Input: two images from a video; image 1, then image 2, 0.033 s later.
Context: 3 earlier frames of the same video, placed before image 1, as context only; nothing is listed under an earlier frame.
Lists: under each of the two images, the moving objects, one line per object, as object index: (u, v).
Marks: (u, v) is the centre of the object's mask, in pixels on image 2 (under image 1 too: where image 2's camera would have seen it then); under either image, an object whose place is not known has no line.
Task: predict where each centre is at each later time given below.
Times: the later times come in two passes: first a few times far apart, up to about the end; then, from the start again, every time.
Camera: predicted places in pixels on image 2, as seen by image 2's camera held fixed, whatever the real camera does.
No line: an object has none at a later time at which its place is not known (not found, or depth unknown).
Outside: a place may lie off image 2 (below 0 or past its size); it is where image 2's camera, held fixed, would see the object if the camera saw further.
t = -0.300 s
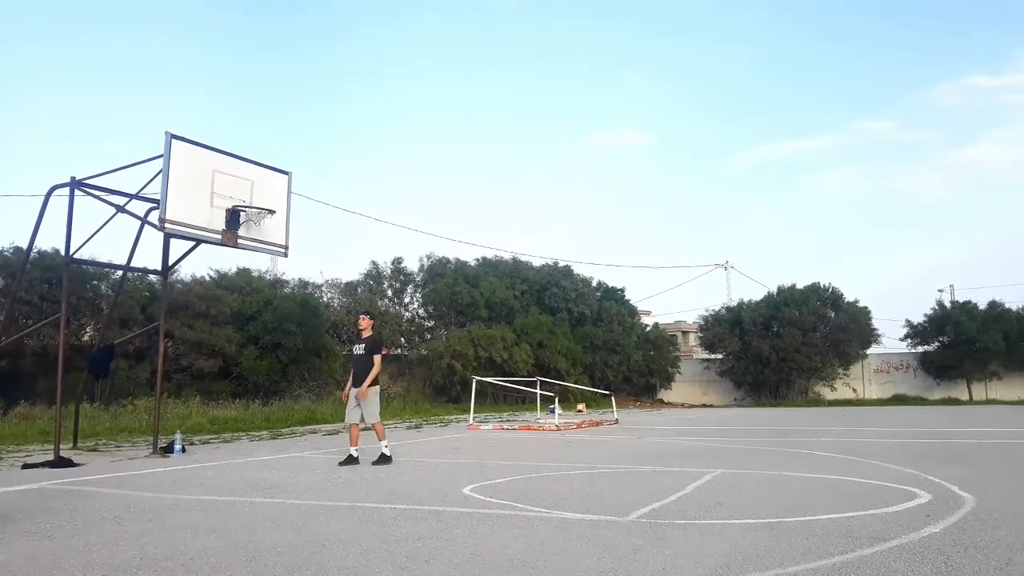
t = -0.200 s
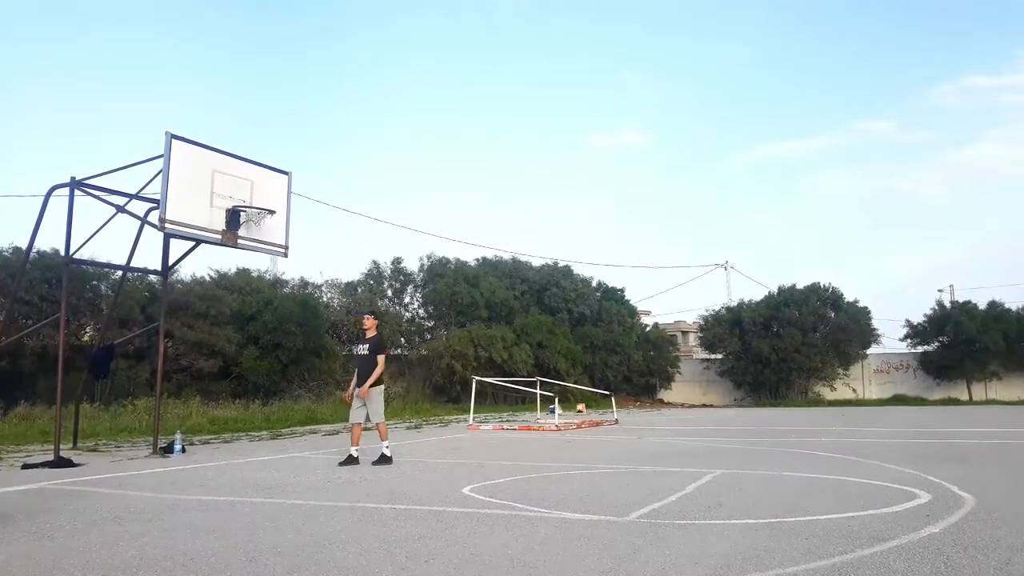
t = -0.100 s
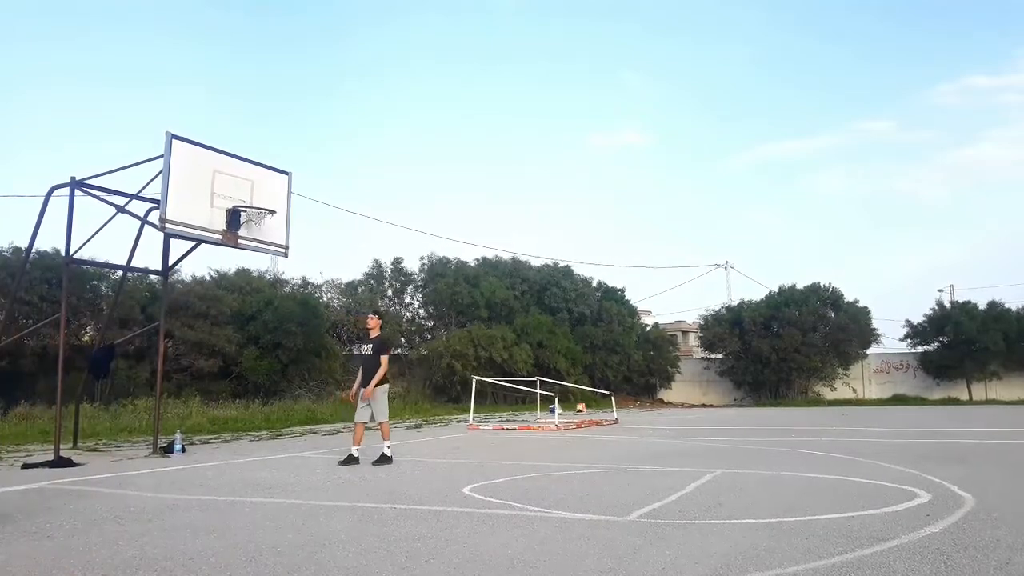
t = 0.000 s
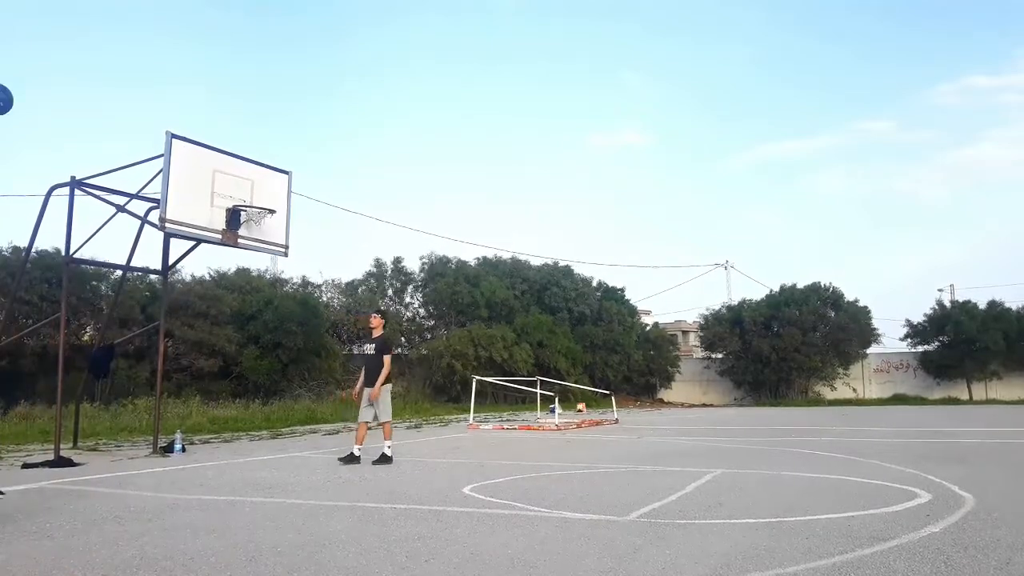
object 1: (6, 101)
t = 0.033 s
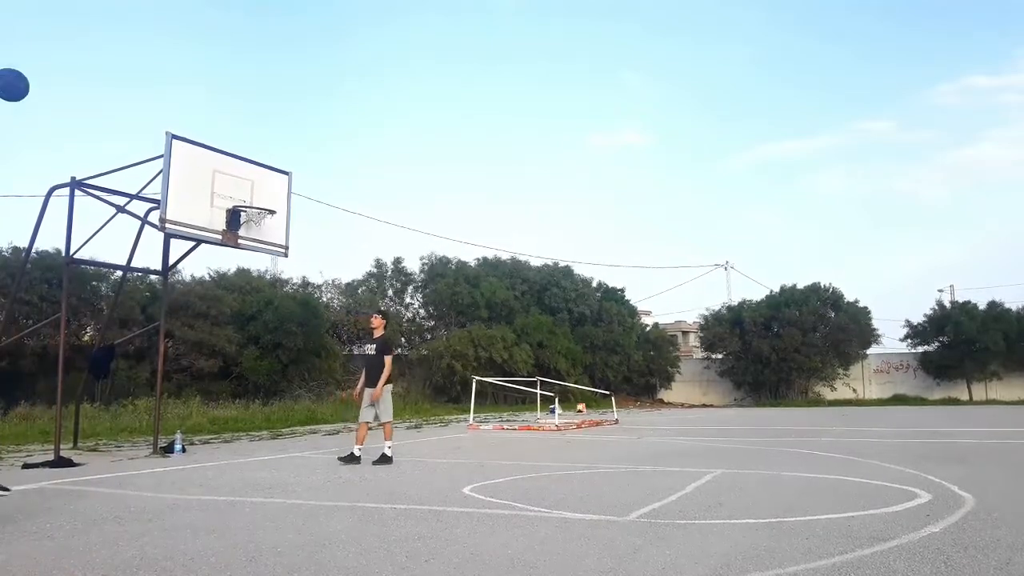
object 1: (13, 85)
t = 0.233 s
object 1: (93, 39)
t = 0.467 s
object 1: (162, 46)
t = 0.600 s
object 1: (191, 70)
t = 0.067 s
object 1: (26, 73)
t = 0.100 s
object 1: (41, 62)
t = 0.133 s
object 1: (55, 54)
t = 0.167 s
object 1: (68, 47)
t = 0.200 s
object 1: (81, 43)
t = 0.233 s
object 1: (93, 39)
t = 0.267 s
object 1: (105, 37)
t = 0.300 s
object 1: (115, 35)
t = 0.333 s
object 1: (126, 36)
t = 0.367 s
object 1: (135, 37)
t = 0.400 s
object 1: (144, 39)
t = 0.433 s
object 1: (153, 42)
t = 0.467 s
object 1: (162, 46)
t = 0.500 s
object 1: (170, 51)
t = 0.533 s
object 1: (177, 57)
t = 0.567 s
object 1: (184, 63)
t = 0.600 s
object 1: (191, 70)
